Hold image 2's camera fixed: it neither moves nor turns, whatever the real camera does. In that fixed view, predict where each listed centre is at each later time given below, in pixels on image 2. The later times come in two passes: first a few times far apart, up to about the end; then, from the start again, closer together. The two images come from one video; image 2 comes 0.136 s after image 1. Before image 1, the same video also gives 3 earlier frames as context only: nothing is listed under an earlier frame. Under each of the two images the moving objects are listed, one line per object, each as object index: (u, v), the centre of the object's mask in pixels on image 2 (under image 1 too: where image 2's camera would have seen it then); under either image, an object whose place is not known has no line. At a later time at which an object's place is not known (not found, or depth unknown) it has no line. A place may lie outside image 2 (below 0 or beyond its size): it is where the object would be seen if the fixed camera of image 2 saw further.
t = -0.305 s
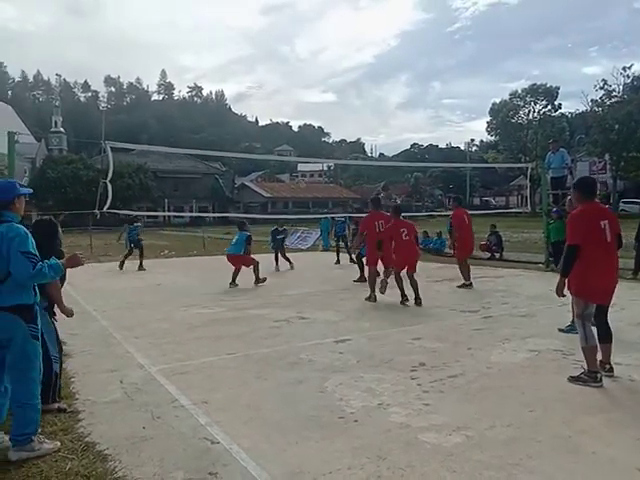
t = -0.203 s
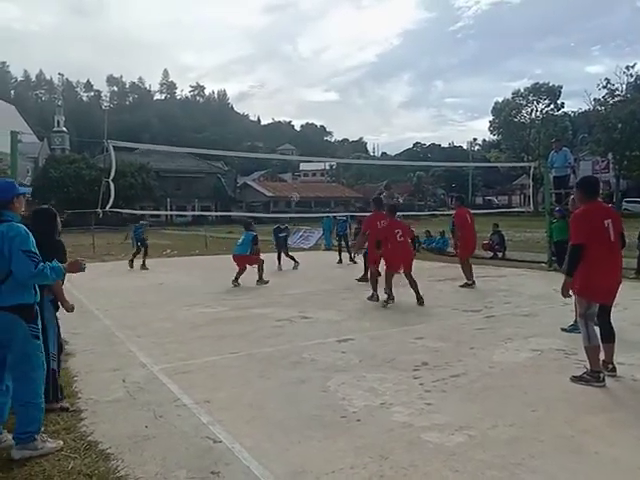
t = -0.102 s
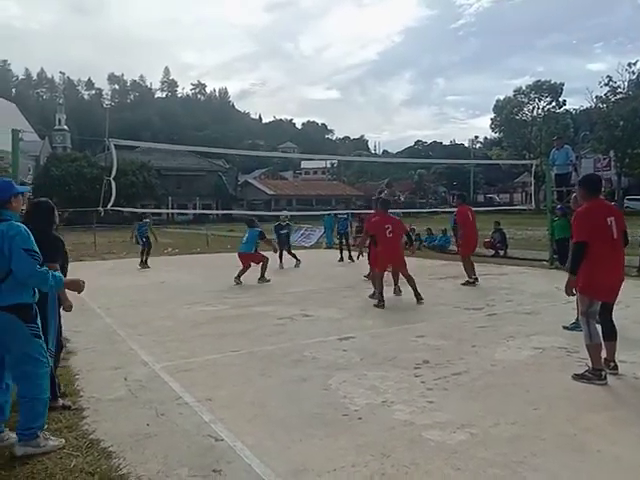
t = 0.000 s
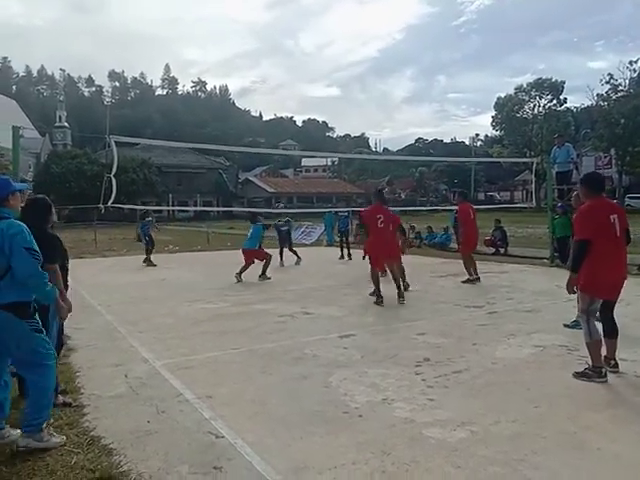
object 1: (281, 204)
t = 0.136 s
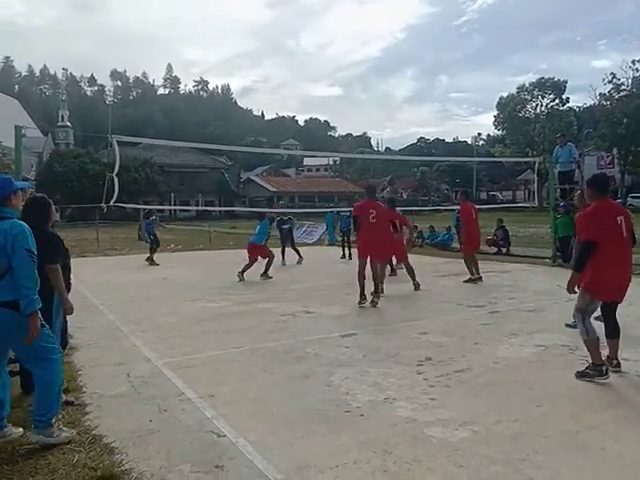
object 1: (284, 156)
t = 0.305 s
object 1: (283, 104)
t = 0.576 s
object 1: (285, 56)
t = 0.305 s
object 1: (283, 104)
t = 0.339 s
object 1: (283, 96)
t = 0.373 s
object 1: (283, 88)
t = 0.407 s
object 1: (284, 81)
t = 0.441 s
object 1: (284, 75)
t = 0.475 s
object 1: (285, 69)
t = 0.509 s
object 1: (285, 64)
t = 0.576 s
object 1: (285, 56)
